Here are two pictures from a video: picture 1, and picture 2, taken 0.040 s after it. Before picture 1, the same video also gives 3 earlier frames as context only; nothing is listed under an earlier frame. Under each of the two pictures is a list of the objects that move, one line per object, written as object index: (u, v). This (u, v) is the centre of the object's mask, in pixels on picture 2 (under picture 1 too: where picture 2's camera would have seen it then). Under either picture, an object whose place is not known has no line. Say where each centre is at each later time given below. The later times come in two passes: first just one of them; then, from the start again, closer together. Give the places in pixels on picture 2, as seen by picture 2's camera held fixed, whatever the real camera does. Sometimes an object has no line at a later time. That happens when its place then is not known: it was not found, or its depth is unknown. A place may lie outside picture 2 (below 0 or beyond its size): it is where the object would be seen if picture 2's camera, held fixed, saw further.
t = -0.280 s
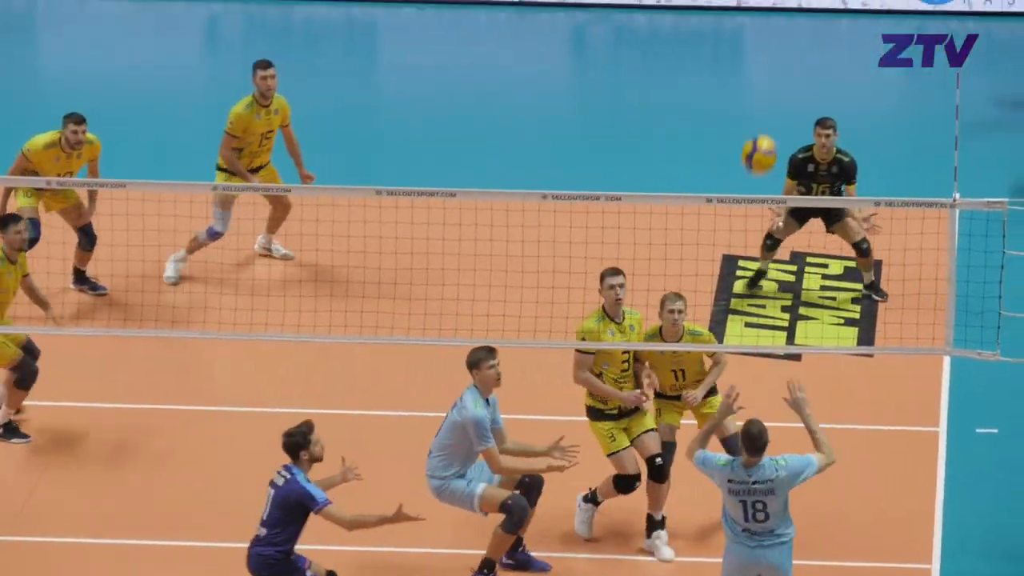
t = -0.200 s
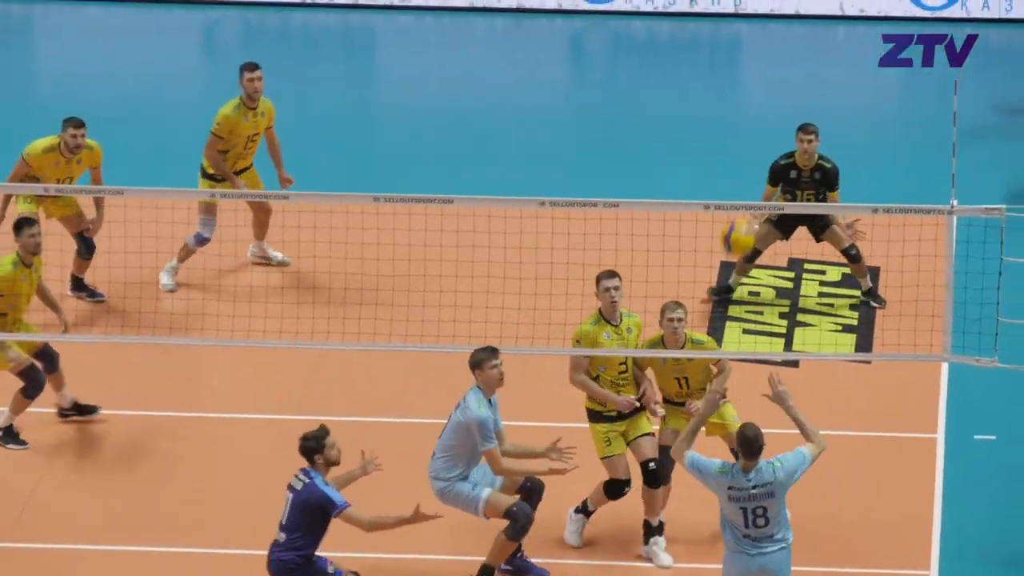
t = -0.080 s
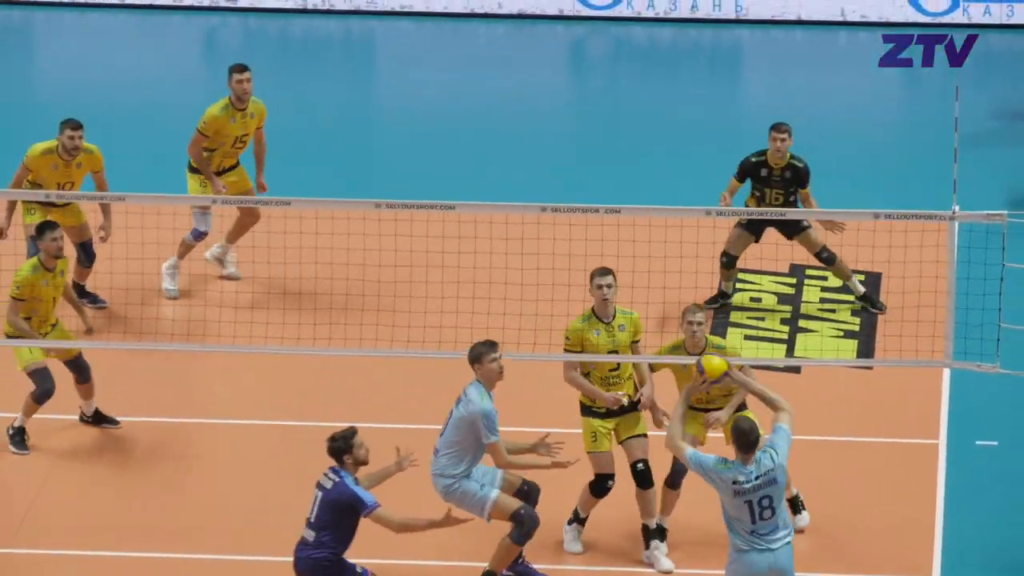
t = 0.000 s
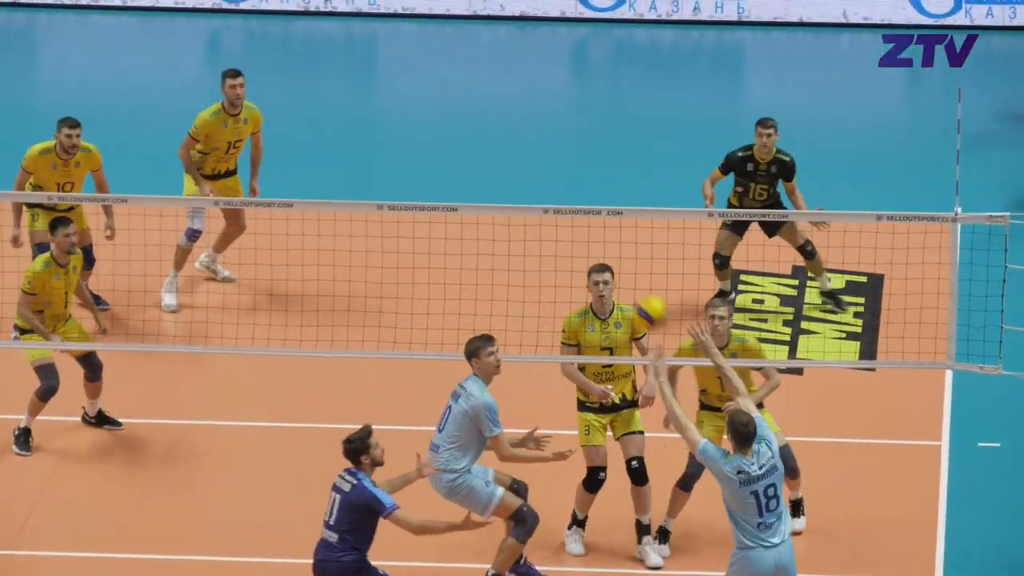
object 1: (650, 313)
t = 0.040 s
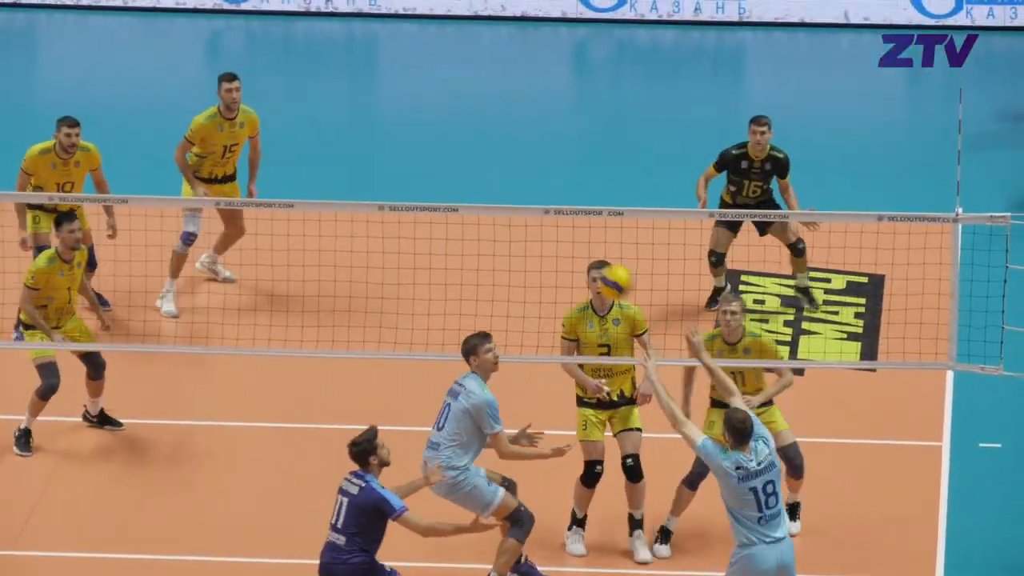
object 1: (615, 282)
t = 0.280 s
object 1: (412, 158)
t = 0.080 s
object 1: (580, 254)
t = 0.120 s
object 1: (544, 229)
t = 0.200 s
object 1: (476, 187)
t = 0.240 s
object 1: (444, 171)
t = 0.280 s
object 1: (412, 158)
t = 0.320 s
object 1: (380, 147)
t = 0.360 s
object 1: (347, 139)
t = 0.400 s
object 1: (316, 133)
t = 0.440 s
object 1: (285, 130)
